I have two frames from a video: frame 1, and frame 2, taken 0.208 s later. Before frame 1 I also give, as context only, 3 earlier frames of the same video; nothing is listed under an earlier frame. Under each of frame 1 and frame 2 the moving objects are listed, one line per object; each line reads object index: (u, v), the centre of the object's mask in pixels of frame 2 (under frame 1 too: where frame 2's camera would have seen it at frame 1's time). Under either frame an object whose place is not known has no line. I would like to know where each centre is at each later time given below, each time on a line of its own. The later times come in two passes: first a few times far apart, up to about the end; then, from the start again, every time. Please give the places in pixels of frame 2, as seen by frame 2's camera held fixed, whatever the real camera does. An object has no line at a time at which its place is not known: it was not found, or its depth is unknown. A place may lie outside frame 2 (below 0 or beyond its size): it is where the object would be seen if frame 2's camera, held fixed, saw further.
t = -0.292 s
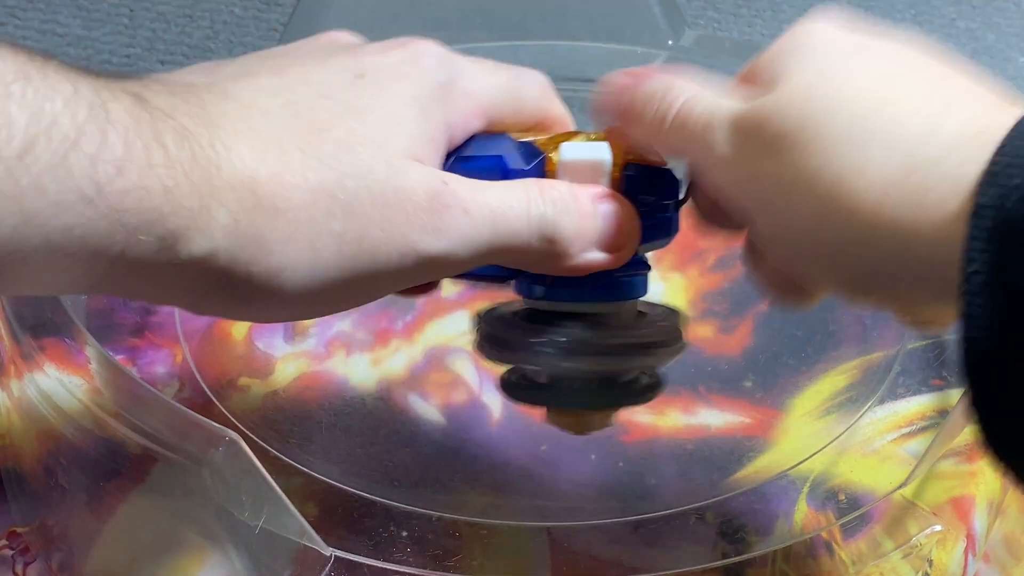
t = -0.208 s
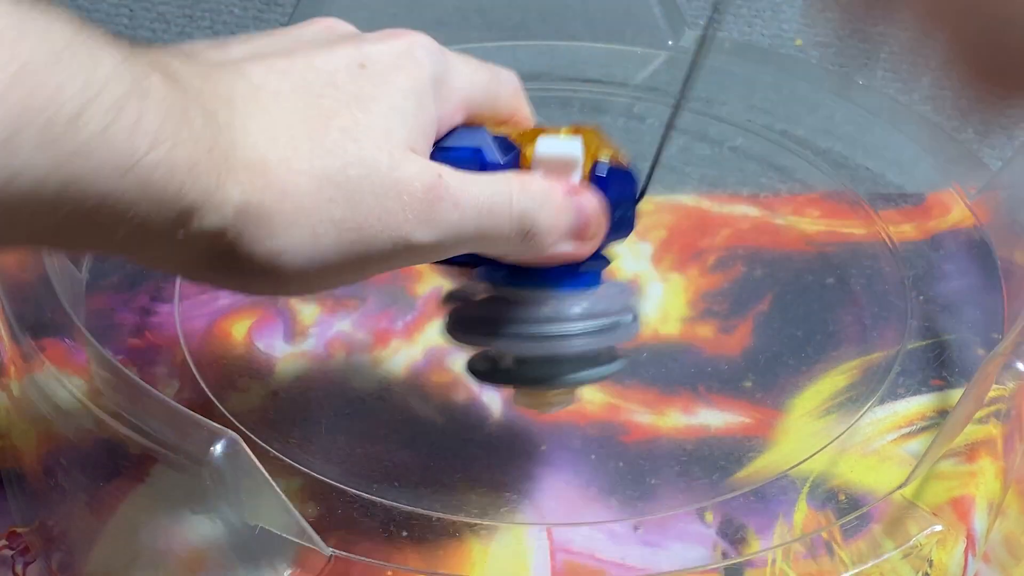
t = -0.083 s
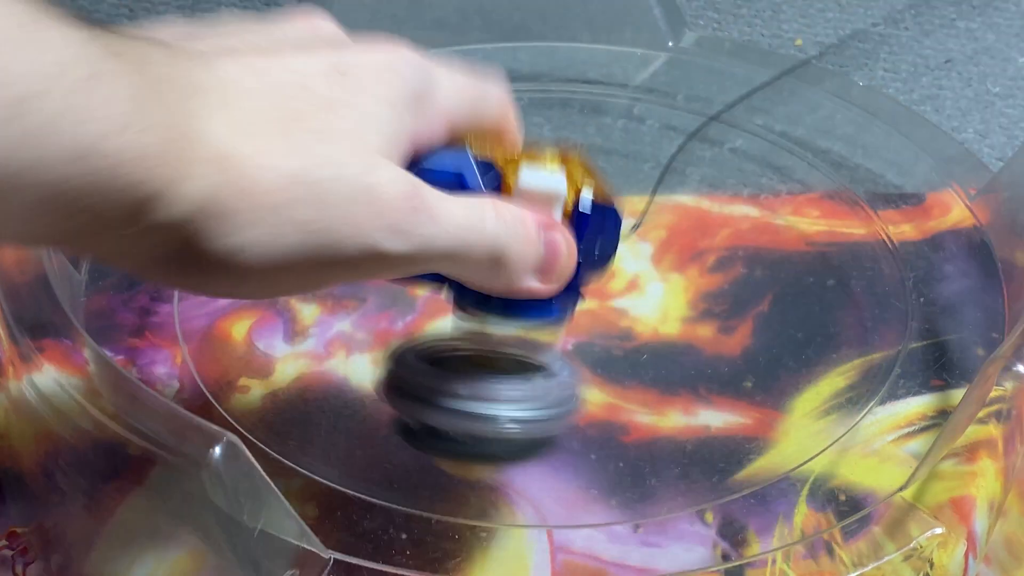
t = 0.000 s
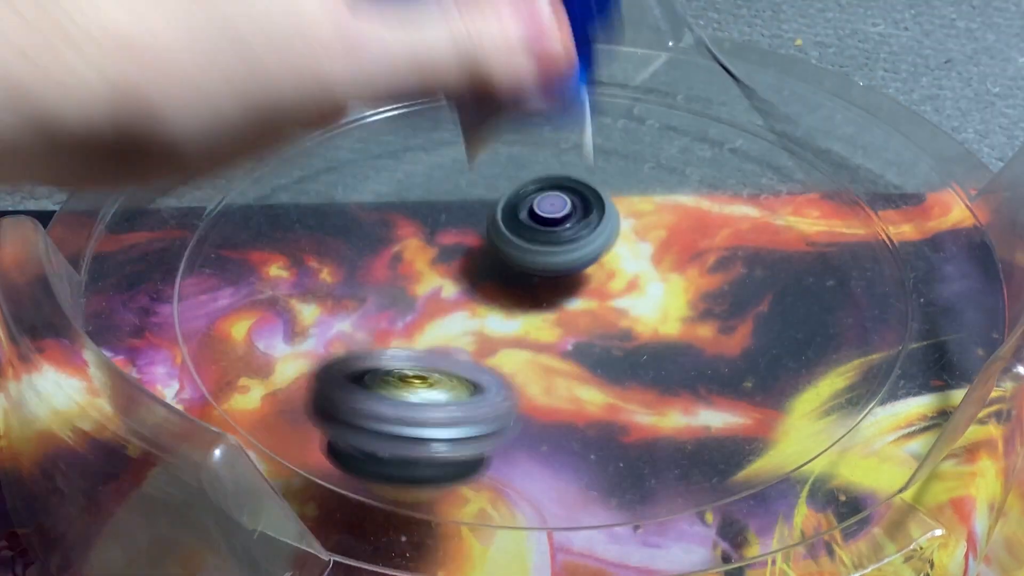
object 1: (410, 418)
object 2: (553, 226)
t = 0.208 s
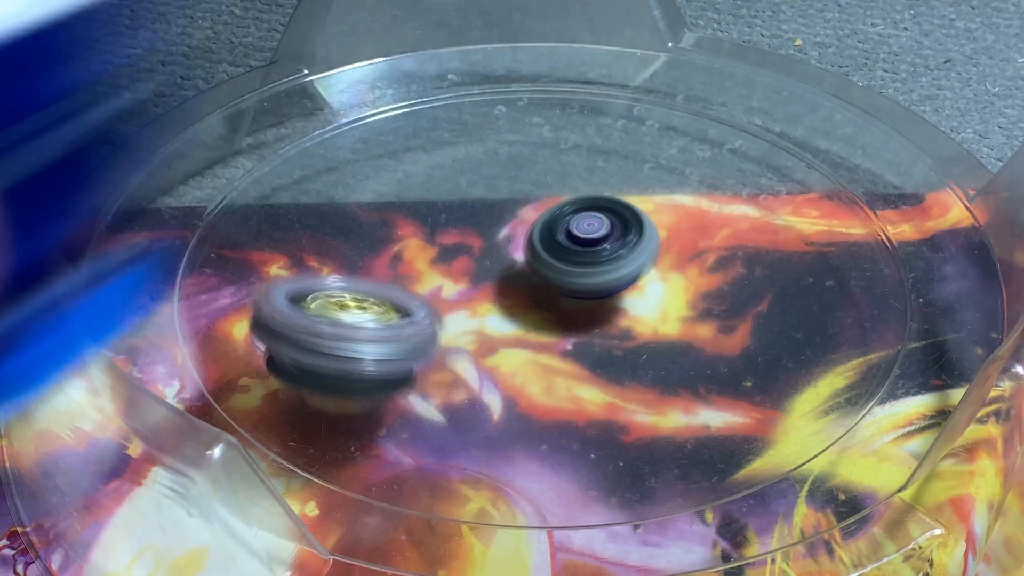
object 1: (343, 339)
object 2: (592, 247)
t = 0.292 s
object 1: (324, 278)
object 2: (614, 253)
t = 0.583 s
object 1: (356, 137)
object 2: (660, 249)
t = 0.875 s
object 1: (497, 192)
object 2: (630, 267)
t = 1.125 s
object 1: (525, 221)
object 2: (635, 325)
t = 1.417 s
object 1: (492, 208)
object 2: (596, 310)
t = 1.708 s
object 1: (464, 159)
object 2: (535, 303)
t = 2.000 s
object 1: (435, 113)
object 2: (441, 294)
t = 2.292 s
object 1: (371, 95)
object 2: (451, 304)
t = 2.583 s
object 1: (448, 129)
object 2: (512, 346)
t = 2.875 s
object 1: (515, 103)
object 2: (691, 352)
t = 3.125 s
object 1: (599, 152)
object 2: (719, 256)
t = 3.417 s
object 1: (613, 107)
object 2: (674, 255)
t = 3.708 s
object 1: (582, 155)
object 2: (603, 282)
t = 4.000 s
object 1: (609, 170)
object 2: (566, 328)
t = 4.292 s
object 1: (644, 216)
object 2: (558, 315)
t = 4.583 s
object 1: (680, 248)
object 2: (516, 305)
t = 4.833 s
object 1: (694, 270)
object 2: (506, 288)
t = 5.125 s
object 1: (664, 295)
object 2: (489, 271)
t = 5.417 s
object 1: (608, 294)
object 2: (487, 248)
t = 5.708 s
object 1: (638, 336)
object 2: (401, 164)
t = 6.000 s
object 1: (591, 310)
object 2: (449, 211)
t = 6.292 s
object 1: (530, 303)
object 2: (521, 207)
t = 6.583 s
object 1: (502, 363)
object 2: (552, 154)
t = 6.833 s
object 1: (518, 330)
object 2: (564, 203)
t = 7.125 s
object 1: (479, 301)
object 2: (607, 226)
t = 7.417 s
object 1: (433, 286)
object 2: (672, 230)
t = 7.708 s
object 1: (448, 272)
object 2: (643, 246)
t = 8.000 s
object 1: (433, 238)
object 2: (601, 276)
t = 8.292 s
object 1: (365, 206)
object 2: (558, 299)
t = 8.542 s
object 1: (383, 211)
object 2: (529, 304)
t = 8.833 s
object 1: (393, 177)
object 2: (632, 319)
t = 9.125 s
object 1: (454, 171)
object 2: (646, 287)
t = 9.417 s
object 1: (455, 146)
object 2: (748, 296)
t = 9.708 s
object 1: (539, 195)
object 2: (693, 234)
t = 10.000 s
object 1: (458, 195)
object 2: (834, 250)
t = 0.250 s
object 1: (331, 306)
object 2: (603, 251)
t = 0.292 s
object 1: (324, 278)
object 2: (614, 253)
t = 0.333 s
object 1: (317, 254)
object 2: (627, 254)
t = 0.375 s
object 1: (316, 228)
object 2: (637, 255)
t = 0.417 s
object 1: (317, 202)
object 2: (647, 255)
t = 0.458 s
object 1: (319, 179)
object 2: (654, 254)
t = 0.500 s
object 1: (327, 160)
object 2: (658, 252)
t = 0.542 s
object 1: (340, 145)
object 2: (660, 250)
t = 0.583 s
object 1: (356, 137)
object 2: (660, 249)
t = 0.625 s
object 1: (376, 133)
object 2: (657, 248)
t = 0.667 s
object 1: (397, 134)
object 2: (654, 248)
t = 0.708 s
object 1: (418, 141)
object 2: (650, 250)
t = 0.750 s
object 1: (440, 150)
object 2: (644, 253)
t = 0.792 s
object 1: (460, 164)
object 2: (640, 257)
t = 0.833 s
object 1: (478, 176)
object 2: (635, 262)
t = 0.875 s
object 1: (497, 192)
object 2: (630, 267)
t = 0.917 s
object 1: (514, 204)
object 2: (628, 275)
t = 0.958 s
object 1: (518, 209)
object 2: (639, 290)
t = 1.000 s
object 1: (523, 211)
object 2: (641, 307)
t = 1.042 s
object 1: (524, 216)
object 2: (641, 317)
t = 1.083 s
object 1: (525, 219)
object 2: (637, 323)
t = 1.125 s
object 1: (525, 221)
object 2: (635, 325)
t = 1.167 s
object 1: (523, 224)
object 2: (632, 324)
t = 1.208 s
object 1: (520, 224)
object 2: (626, 322)
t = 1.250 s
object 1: (516, 224)
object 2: (621, 319)
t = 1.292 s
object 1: (510, 222)
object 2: (614, 316)
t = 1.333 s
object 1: (504, 219)
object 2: (608, 314)
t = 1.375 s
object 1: (498, 215)
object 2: (602, 312)
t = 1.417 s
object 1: (492, 208)
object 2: (596, 310)
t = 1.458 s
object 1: (487, 202)
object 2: (589, 309)
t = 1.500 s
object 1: (482, 195)
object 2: (582, 309)
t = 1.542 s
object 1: (477, 186)
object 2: (575, 308)
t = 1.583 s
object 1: (473, 181)
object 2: (568, 307)
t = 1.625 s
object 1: (469, 171)
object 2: (560, 306)
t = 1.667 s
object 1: (466, 166)
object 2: (550, 306)
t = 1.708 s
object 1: (464, 159)
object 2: (535, 303)
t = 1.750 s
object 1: (461, 153)
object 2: (521, 299)
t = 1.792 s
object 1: (459, 147)
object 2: (508, 297)
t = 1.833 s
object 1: (456, 140)
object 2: (493, 295)
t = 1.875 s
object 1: (452, 133)
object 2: (478, 293)
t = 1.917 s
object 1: (447, 127)
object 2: (465, 292)
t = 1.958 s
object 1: (441, 120)
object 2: (453, 293)
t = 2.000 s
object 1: (435, 113)
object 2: (441, 294)
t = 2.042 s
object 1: (427, 105)
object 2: (433, 296)
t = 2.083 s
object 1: (417, 98)
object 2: (427, 298)
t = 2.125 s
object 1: (408, 92)
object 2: (425, 301)
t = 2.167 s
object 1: (397, 86)
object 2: (430, 305)
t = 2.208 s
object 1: (385, 84)
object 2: (438, 307)
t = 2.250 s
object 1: (376, 87)
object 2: (446, 305)
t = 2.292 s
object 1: (371, 95)
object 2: (451, 304)
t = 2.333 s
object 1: (367, 108)
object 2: (456, 304)
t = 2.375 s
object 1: (370, 124)
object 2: (462, 300)
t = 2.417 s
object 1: (379, 140)
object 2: (465, 297)
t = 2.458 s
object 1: (393, 156)
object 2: (466, 293)
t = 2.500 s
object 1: (414, 171)
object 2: (467, 287)
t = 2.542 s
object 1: (431, 159)
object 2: (481, 306)
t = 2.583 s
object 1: (448, 129)
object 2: (512, 346)
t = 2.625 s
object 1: (464, 110)
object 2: (542, 374)
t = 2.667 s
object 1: (475, 99)
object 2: (574, 390)
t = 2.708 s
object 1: (484, 94)
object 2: (603, 394)
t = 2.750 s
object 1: (492, 91)
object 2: (630, 389)
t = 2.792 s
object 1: (501, 92)
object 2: (653, 380)
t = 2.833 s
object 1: (508, 96)
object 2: (672, 367)
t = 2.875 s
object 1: (515, 103)
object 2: (691, 352)
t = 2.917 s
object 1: (523, 110)
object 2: (708, 336)
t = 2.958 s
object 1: (532, 119)
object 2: (719, 318)
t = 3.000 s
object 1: (545, 129)
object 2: (724, 302)
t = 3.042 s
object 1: (560, 137)
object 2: (727, 287)
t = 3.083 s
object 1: (578, 146)
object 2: (725, 271)
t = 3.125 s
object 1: (599, 152)
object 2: (719, 256)
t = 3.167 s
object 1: (619, 153)
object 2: (715, 246)
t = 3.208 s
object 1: (623, 135)
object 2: (726, 254)
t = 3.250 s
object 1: (629, 120)
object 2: (725, 260)
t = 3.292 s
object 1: (632, 111)
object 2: (716, 263)
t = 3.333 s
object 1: (629, 105)
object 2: (705, 262)
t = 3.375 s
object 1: (622, 104)
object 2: (690, 259)
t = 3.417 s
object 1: (613, 107)
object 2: (674, 255)
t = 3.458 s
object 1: (606, 113)
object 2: (660, 253)
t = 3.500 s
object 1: (599, 121)
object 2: (649, 253)
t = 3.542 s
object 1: (595, 131)
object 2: (639, 250)
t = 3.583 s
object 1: (591, 142)
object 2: (628, 251)
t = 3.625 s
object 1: (587, 144)
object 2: (620, 263)
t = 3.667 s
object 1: (584, 149)
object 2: (612, 274)
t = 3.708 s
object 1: (582, 155)
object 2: (603, 282)
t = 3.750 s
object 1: (584, 162)
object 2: (597, 285)
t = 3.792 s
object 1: (587, 170)
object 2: (595, 286)
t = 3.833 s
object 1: (595, 170)
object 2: (590, 290)
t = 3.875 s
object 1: (600, 164)
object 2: (579, 308)
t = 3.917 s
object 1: (603, 163)
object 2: (571, 318)
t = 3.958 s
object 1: (607, 165)
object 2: (567, 326)
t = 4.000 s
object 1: (609, 170)
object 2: (566, 328)
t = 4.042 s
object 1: (611, 177)
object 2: (566, 328)
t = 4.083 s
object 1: (614, 183)
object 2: (567, 327)
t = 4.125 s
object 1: (616, 191)
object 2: (568, 325)
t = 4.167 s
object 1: (620, 197)
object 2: (567, 322)
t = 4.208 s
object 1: (626, 203)
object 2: (564, 319)
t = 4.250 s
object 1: (635, 210)
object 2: (561, 317)
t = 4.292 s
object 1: (644, 216)
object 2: (558, 315)
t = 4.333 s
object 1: (654, 222)
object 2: (554, 315)
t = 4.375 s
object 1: (660, 226)
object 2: (546, 316)
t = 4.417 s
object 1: (664, 228)
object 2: (536, 315)
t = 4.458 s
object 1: (667, 233)
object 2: (530, 313)
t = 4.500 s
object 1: (671, 236)
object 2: (525, 309)
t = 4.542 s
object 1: (676, 241)
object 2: (521, 307)
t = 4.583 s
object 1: (680, 248)
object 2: (516, 305)
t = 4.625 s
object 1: (683, 253)
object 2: (513, 304)
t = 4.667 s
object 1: (686, 258)
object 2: (512, 302)
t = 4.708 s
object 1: (688, 263)
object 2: (512, 300)
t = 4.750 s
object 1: (691, 266)
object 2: (511, 296)
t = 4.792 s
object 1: (692, 268)
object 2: (509, 292)
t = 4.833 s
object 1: (694, 270)
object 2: (506, 288)
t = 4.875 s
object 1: (695, 272)
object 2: (502, 283)
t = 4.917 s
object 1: (694, 275)
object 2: (499, 280)
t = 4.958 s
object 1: (691, 278)
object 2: (496, 278)
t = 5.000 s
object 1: (686, 282)
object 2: (493, 275)
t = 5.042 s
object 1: (680, 287)
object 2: (490, 273)
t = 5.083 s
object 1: (672, 291)
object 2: (489, 272)
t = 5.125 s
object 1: (664, 295)
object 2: (489, 271)
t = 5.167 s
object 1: (656, 298)
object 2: (490, 270)
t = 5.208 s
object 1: (648, 299)
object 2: (492, 268)
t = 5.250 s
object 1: (640, 299)
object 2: (492, 264)
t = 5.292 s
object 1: (633, 297)
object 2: (491, 261)
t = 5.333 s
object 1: (626, 295)
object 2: (490, 257)
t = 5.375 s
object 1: (620, 294)
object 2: (489, 252)
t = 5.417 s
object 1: (608, 294)
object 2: (487, 248)
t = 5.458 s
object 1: (616, 308)
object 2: (479, 225)
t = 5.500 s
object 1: (636, 330)
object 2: (453, 196)
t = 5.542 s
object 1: (645, 341)
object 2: (432, 175)
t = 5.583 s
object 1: (645, 345)
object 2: (418, 161)
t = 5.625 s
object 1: (644, 343)
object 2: (410, 158)
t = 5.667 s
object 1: (642, 340)
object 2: (404, 160)
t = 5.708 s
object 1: (638, 336)
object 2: (401, 164)
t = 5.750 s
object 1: (634, 332)
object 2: (401, 171)
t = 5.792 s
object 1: (628, 329)
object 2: (403, 178)
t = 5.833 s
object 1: (621, 325)
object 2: (409, 186)
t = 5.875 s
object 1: (612, 321)
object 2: (417, 193)
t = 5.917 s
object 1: (604, 317)
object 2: (426, 200)
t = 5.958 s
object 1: (597, 314)
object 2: (437, 206)
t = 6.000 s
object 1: (591, 310)
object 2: (449, 211)
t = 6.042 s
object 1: (585, 308)
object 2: (461, 215)
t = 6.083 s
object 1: (579, 306)
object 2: (471, 218)
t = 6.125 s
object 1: (573, 304)
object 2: (478, 218)
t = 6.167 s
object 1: (566, 303)
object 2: (488, 218)
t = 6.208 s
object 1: (558, 302)
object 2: (497, 216)
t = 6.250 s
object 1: (548, 301)
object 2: (508, 214)
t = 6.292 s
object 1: (530, 303)
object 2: (521, 207)
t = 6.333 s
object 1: (512, 338)
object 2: (533, 183)
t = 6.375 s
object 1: (496, 357)
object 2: (545, 156)
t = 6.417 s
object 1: (490, 365)
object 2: (552, 141)
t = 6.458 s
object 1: (490, 367)
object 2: (555, 138)
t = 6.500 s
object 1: (494, 367)
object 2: (554, 141)
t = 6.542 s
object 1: (497, 365)
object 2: (553, 147)
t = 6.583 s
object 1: (502, 363)
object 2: (552, 154)
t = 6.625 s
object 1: (505, 359)
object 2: (552, 162)
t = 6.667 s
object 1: (509, 355)
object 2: (553, 171)
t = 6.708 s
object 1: (512, 350)
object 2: (555, 178)
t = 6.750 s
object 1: (515, 344)
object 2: (558, 186)
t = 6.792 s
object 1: (516, 337)
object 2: (561, 195)
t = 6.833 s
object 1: (518, 330)
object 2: (564, 203)
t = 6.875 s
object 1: (519, 324)
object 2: (566, 211)
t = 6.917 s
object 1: (518, 316)
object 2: (571, 215)
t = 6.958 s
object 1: (518, 309)
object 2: (578, 218)
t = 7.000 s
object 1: (517, 301)
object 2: (585, 222)
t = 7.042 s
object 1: (504, 302)
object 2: (594, 223)
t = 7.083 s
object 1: (489, 302)
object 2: (601, 224)
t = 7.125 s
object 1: (479, 301)
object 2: (607, 226)
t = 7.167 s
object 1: (475, 299)
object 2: (610, 230)
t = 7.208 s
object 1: (475, 295)
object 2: (611, 234)
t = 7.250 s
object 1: (478, 292)
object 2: (613, 238)
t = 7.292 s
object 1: (482, 289)
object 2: (614, 243)
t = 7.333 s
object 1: (487, 286)
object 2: (616, 247)
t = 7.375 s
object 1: (458, 287)
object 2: (641, 239)
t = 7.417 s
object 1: (433, 286)
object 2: (672, 230)
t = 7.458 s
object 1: (425, 285)
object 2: (693, 227)
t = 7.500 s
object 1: (423, 283)
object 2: (698, 225)
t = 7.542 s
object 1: (425, 282)
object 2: (692, 227)
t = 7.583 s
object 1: (430, 280)
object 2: (683, 232)
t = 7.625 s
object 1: (435, 278)
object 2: (670, 236)
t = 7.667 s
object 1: (441, 275)
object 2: (656, 241)
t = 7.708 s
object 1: (448, 272)
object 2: (643, 246)
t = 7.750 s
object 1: (455, 269)
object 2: (628, 251)
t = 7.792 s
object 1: (462, 265)
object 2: (616, 257)
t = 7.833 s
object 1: (451, 262)
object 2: (620, 258)
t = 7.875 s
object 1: (445, 257)
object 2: (623, 260)
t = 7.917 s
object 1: (444, 252)
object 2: (616, 264)
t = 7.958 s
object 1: (444, 248)
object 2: (602, 269)
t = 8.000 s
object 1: (433, 238)
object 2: (601, 276)
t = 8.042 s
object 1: (413, 229)
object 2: (612, 284)
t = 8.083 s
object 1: (399, 218)
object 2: (612, 291)
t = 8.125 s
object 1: (390, 210)
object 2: (603, 296)
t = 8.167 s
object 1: (383, 206)
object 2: (590, 299)
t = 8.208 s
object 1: (376, 204)
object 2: (578, 299)
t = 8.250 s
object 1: (370, 203)
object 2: (567, 299)
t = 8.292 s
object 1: (365, 206)
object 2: (558, 299)
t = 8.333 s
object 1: (362, 209)
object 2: (549, 299)
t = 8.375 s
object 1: (361, 212)
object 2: (541, 299)
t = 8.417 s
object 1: (365, 215)
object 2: (534, 298)
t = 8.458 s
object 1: (373, 219)
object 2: (526, 298)
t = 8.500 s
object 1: (383, 223)
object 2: (520, 298)
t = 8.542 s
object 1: (383, 211)
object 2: (529, 304)
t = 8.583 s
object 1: (361, 192)
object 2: (566, 317)
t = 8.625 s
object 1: (358, 178)
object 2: (600, 333)
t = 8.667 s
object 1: (364, 172)
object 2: (626, 339)
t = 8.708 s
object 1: (371, 172)
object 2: (640, 339)
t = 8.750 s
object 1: (377, 172)
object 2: (642, 334)
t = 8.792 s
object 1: (385, 174)
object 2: (637, 326)
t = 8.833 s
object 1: (393, 177)
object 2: (632, 319)
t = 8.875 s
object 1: (403, 180)
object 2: (627, 311)
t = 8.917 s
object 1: (413, 184)
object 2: (622, 303)
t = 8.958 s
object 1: (424, 187)
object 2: (615, 294)
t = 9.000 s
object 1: (437, 190)
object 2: (608, 287)
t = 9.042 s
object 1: (452, 194)
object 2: (602, 278)
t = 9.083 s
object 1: (472, 196)
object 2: (597, 271)
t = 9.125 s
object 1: (454, 171)
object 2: (646, 287)
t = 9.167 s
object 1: (439, 148)
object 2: (696, 304)
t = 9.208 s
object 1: (435, 137)
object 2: (733, 314)
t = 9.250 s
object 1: (436, 135)
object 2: (753, 319)
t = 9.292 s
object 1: (439, 136)
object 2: (761, 320)
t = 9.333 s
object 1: (444, 138)
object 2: (759, 315)
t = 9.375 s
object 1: (449, 142)
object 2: (754, 307)
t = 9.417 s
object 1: (455, 146)
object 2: (748, 296)
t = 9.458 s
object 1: (463, 151)
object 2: (740, 285)
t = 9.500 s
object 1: (471, 156)
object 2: (733, 275)
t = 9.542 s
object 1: (478, 162)
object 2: (724, 266)
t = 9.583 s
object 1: (488, 170)
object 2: (715, 257)
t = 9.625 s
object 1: (498, 177)
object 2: (707, 247)
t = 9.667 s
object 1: (515, 184)
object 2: (701, 239)
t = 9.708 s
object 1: (539, 195)
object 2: (693, 234)
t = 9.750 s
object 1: (516, 189)
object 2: (748, 239)
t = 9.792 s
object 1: (480, 180)
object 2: (806, 242)
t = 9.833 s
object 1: (458, 176)
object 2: (844, 246)
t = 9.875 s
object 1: (450, 177)
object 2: (861, 251)
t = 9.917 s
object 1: (449, 181)
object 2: (862, 252)
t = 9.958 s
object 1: (453, 187)
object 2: (852, 251)
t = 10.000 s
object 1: (458, 195)
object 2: (834, 250)
